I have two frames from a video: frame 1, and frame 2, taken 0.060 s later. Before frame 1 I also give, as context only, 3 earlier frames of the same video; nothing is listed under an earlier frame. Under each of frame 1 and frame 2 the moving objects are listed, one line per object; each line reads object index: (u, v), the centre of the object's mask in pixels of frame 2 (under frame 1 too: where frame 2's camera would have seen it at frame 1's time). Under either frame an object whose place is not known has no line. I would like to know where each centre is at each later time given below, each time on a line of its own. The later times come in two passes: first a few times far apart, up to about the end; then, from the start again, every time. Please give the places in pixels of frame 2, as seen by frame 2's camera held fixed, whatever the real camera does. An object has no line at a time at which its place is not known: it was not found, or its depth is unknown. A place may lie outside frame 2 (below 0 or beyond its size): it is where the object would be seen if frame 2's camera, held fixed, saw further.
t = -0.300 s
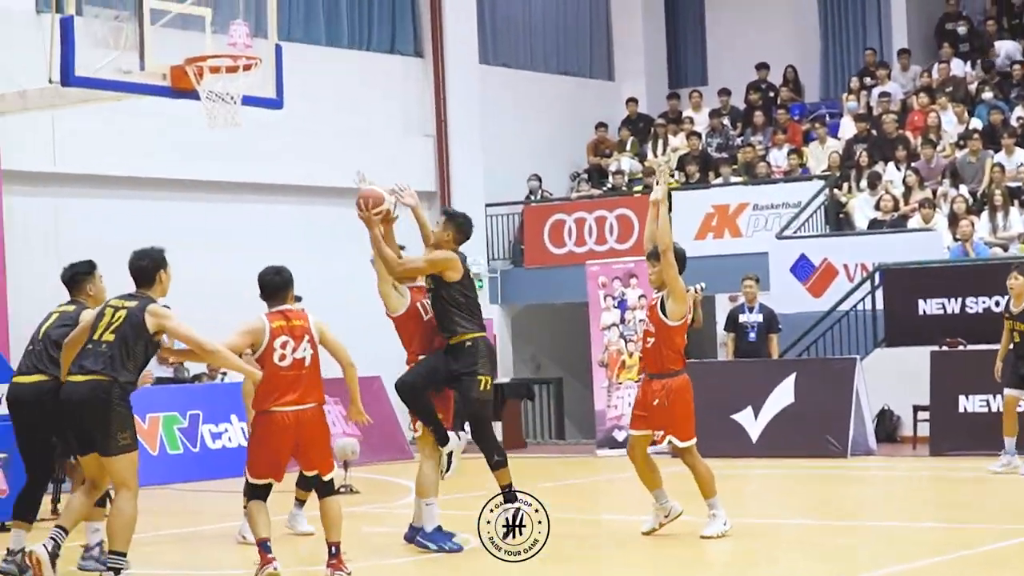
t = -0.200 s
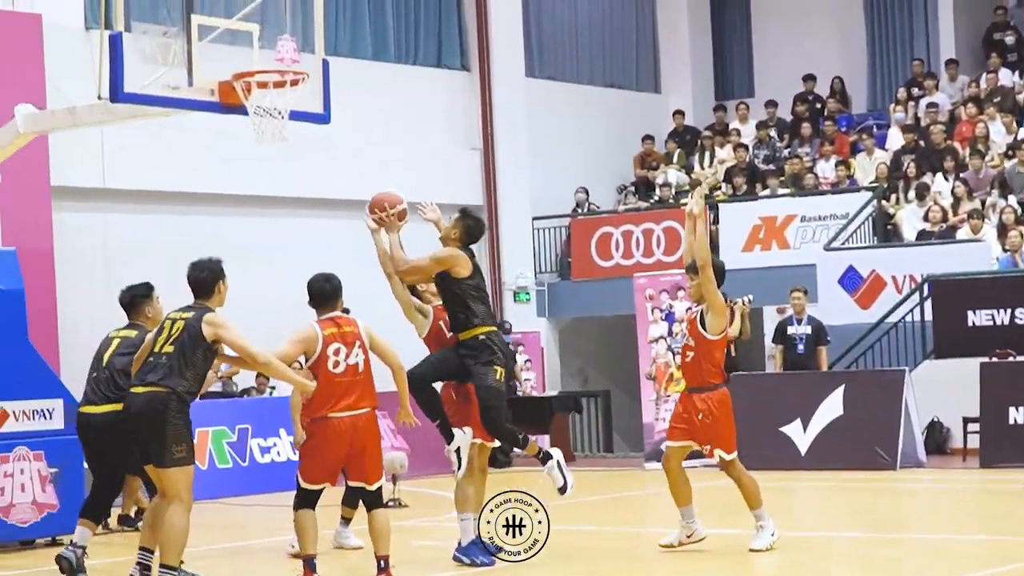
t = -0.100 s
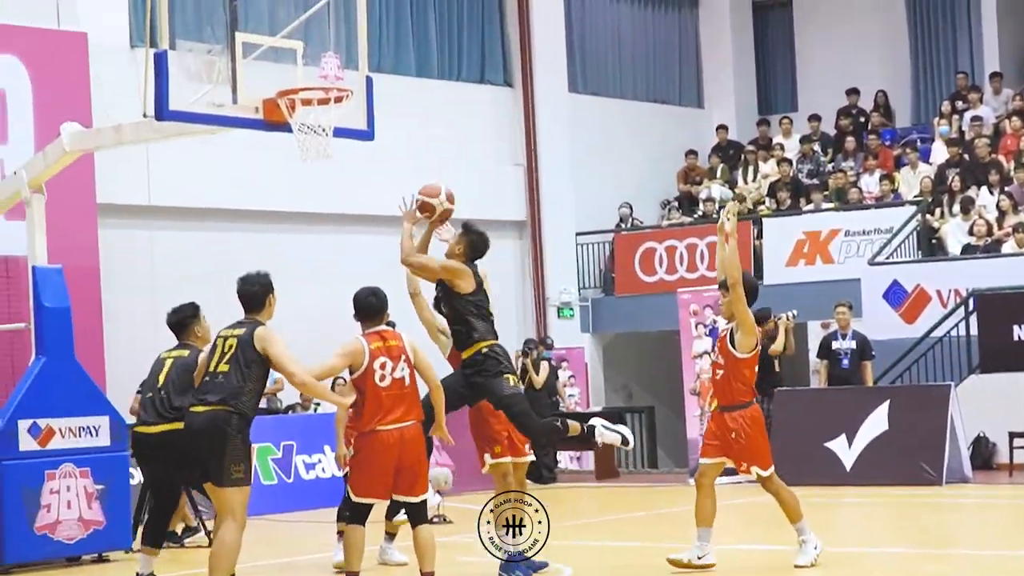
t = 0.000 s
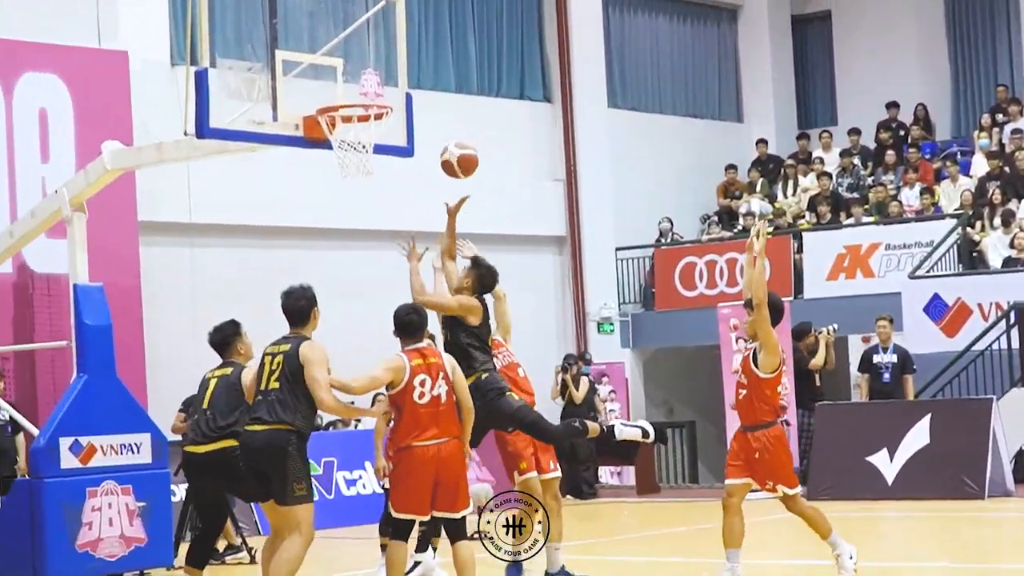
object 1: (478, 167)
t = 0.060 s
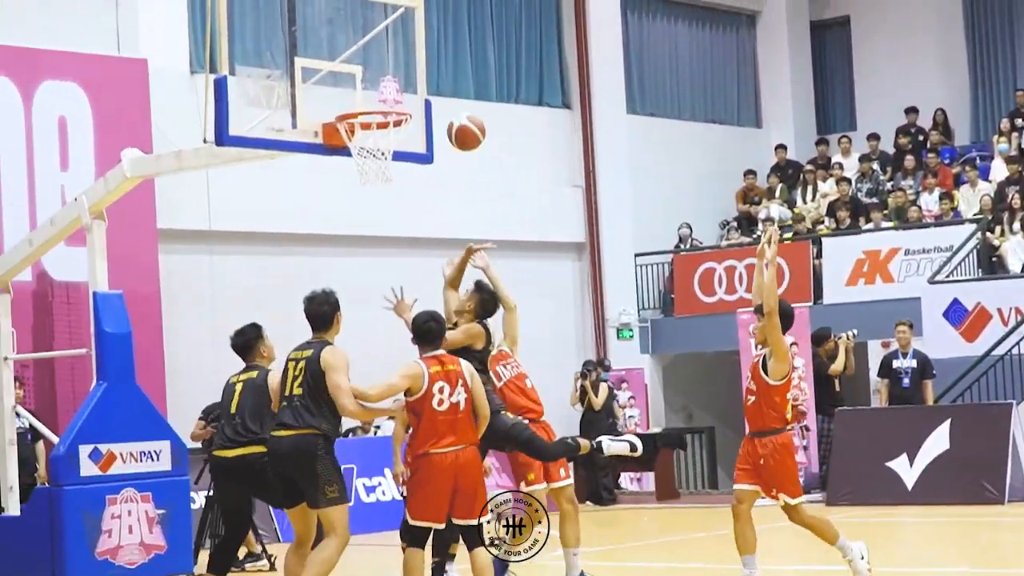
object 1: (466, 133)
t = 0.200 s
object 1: (439, 75)
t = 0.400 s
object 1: (405, 44)
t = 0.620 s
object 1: (372, 82)
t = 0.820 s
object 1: (368, 71)
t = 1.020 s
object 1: (376, 67)
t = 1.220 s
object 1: (376, 98)
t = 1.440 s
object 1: (369, 143)
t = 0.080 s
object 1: (462, 123)
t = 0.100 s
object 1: (458, 112)
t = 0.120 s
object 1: (454, 103)
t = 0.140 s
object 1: (450, 95)
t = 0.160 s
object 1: (447, 87)
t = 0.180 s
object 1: (443, 81)
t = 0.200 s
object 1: (439, 75)
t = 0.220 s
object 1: (435, 68)
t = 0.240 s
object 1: (432, 63)
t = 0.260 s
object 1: (429, 59)
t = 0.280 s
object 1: (424, 55)
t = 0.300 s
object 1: (421, 52)
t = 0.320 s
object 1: (418, 49)
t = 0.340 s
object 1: (415, 47)
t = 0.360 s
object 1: (412, 45)
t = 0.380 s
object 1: (408, 44)
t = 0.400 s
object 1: (405, 44)
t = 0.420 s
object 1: (402, 44)
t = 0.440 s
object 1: (399, 45)
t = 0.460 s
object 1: (395, 47)
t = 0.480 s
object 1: (393, 49)
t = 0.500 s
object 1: (390, 52)
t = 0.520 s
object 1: (386, 56)
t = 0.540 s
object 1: (383, 59)
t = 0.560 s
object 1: (381, 64)
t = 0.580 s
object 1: (378, 69)
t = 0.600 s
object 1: (375, 75)
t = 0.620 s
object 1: (372, 82)
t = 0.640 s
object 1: (369, 89)
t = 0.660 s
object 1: (366, 96)
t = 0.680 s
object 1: (363, 101)
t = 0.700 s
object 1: (363, 100)
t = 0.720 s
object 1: (364, 95)
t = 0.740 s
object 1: (364, 90)
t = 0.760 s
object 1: (365, 85)
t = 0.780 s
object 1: (366, 79)
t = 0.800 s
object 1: (367, 75)
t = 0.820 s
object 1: (368, 71)
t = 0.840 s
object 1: (368, 68)
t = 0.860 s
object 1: (369, 66)
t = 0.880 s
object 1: (370, 64)
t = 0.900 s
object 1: (371, 63)
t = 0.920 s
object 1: (372, 62)
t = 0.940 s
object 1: (372, 62)
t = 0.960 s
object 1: (373, 62)
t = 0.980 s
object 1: (374, 63)
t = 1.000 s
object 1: (375, 65)
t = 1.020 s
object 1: (376, 67)
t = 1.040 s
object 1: (378, 71)
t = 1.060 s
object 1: (379, 74)
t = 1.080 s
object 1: (380, 78)
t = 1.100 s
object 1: (381, 83)
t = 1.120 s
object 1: (382, 89)
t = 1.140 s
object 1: (383, 94)
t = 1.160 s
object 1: (384, 97)
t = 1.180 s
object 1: (382, 97)
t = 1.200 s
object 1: (380, 97)
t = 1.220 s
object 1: (376, 98)
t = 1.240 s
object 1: (373, 98)
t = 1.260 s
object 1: (371, 100)
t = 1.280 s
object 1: (369, 102)
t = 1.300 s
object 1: (367, 104)
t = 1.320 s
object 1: (364, 113)
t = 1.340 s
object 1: (365, 120)
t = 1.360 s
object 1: (363, 126)
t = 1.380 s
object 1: (365, 131)
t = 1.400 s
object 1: (365, 134)
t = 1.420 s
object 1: (366, 138)
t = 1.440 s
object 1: (369, 143)
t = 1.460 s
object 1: (369, 149)
